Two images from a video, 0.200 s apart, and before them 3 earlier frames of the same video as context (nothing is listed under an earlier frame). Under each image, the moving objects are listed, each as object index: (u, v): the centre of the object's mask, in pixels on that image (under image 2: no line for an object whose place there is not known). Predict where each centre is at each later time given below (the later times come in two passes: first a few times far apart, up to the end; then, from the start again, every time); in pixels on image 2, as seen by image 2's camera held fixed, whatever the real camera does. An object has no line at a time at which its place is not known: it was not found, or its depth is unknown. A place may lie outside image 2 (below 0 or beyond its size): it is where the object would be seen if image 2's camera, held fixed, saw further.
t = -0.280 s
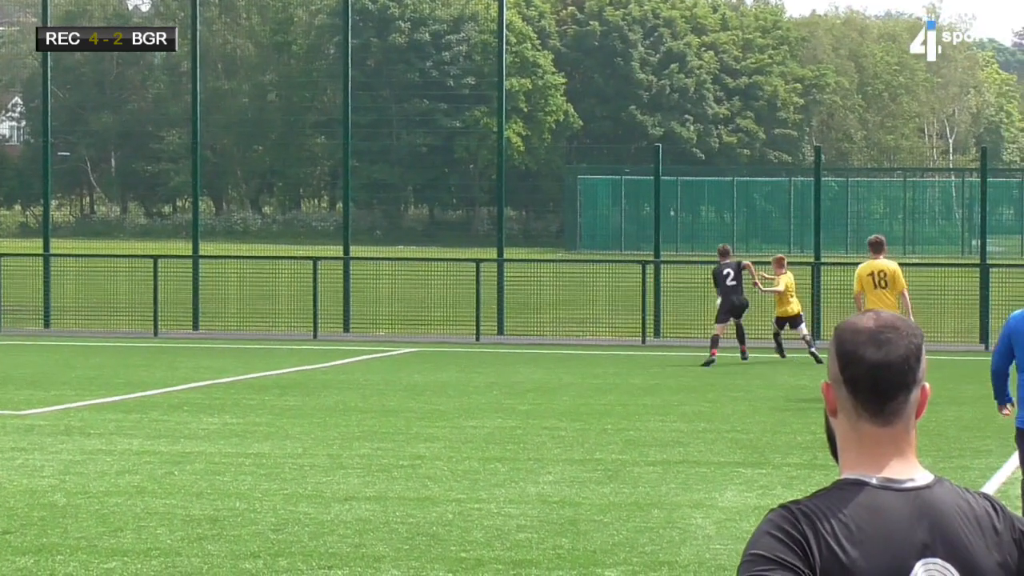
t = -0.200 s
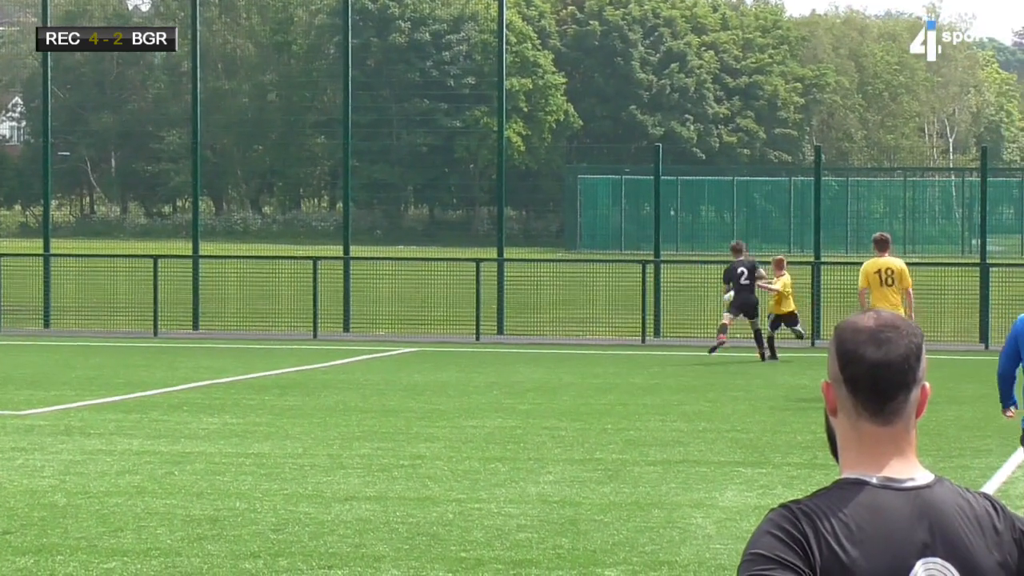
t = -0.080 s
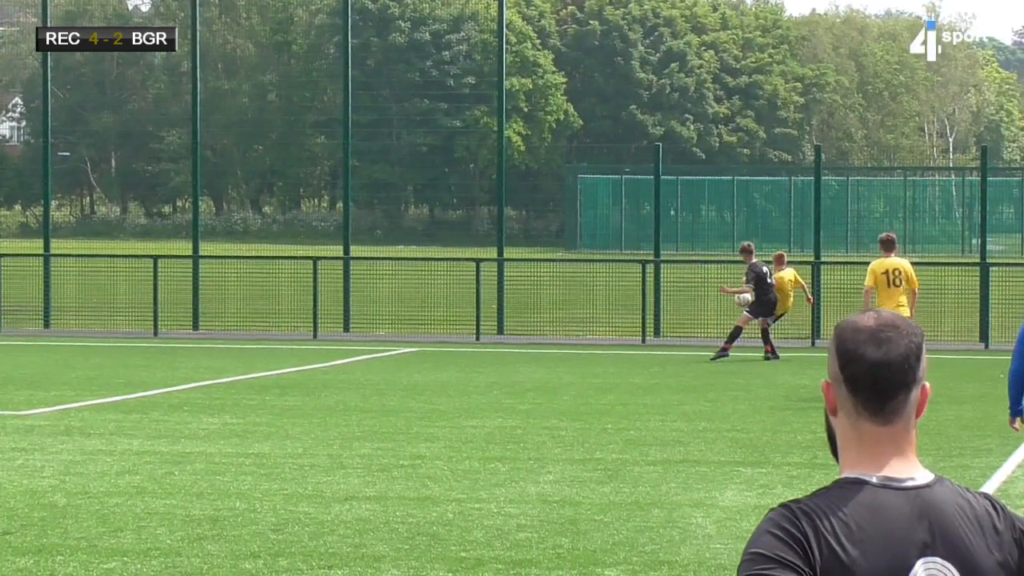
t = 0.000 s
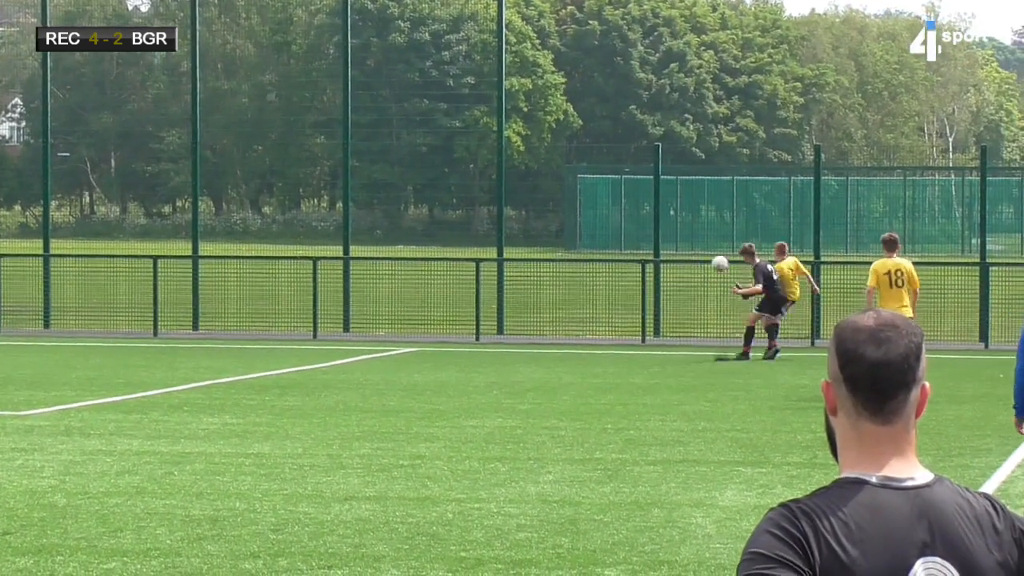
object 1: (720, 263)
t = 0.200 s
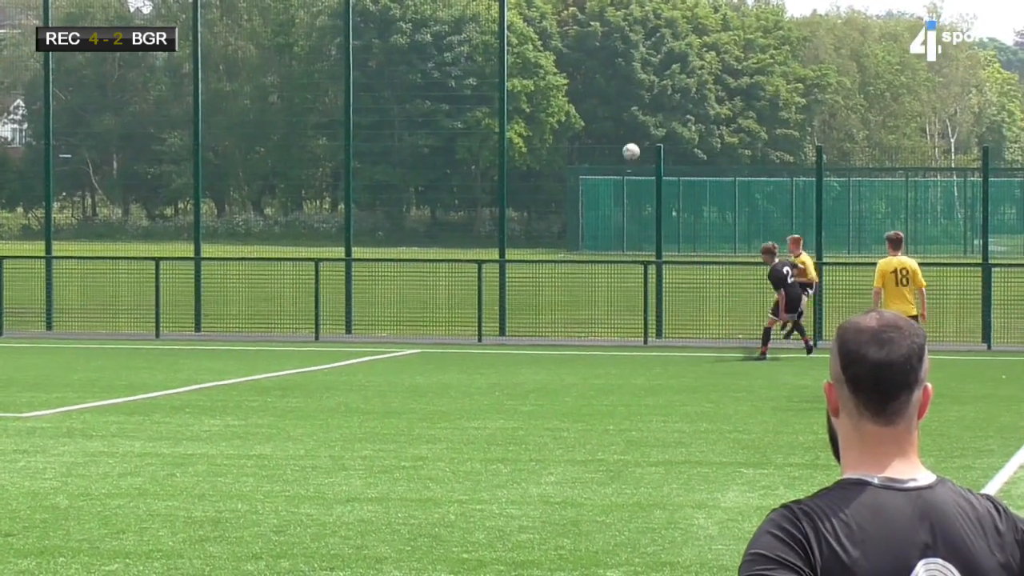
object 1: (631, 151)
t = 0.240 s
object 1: (613, 132)
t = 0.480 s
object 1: (502, 37)
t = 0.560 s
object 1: (465, 14)
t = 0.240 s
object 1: (613, 132)
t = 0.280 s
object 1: (594, 114)
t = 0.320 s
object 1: (576, 95)
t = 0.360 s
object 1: (557, 79)
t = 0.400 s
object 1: (540, 64)
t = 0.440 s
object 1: (521, 48)
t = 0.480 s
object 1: (502, 37)
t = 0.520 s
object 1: (484, 25)
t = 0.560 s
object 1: (465, 14)
